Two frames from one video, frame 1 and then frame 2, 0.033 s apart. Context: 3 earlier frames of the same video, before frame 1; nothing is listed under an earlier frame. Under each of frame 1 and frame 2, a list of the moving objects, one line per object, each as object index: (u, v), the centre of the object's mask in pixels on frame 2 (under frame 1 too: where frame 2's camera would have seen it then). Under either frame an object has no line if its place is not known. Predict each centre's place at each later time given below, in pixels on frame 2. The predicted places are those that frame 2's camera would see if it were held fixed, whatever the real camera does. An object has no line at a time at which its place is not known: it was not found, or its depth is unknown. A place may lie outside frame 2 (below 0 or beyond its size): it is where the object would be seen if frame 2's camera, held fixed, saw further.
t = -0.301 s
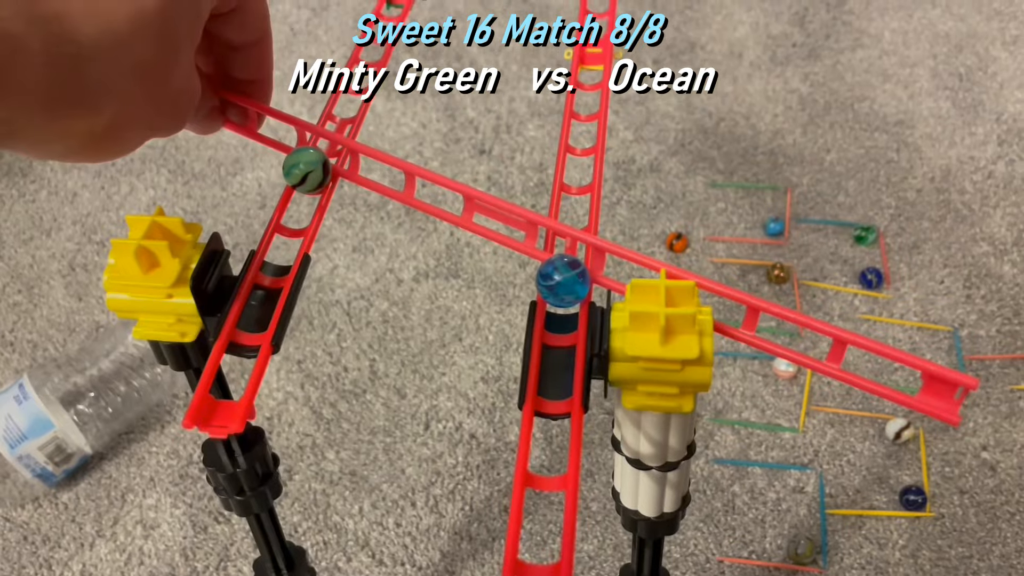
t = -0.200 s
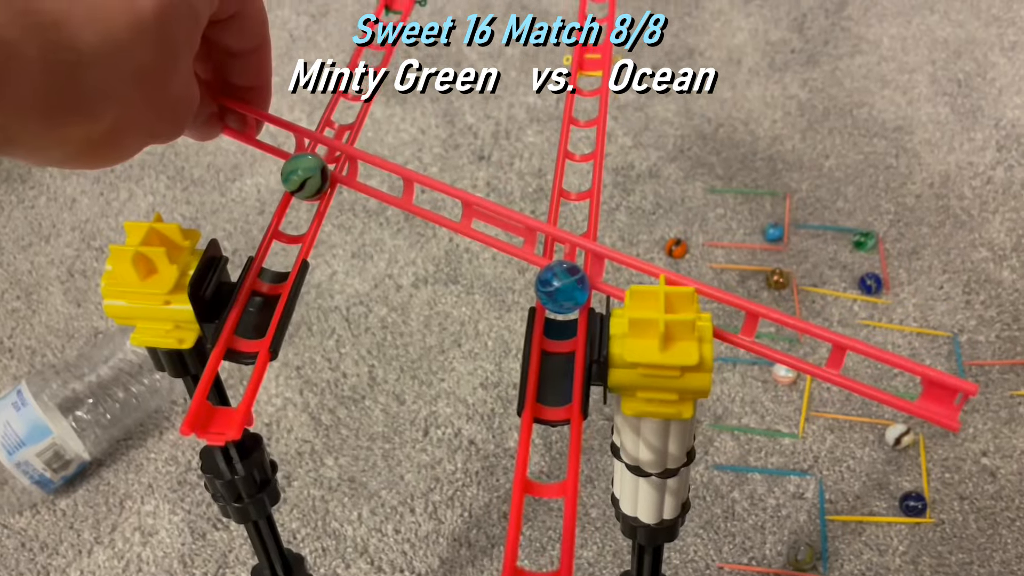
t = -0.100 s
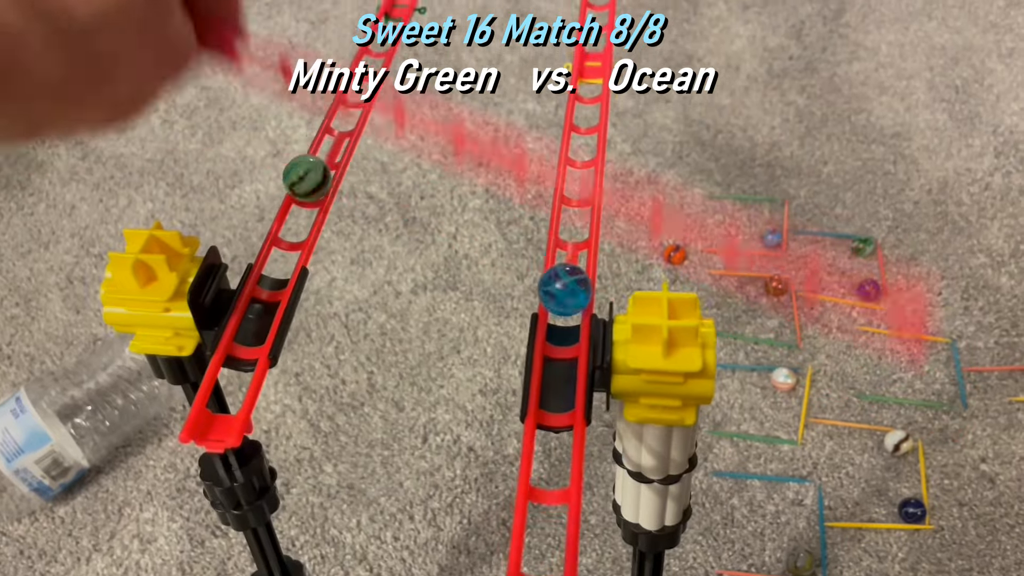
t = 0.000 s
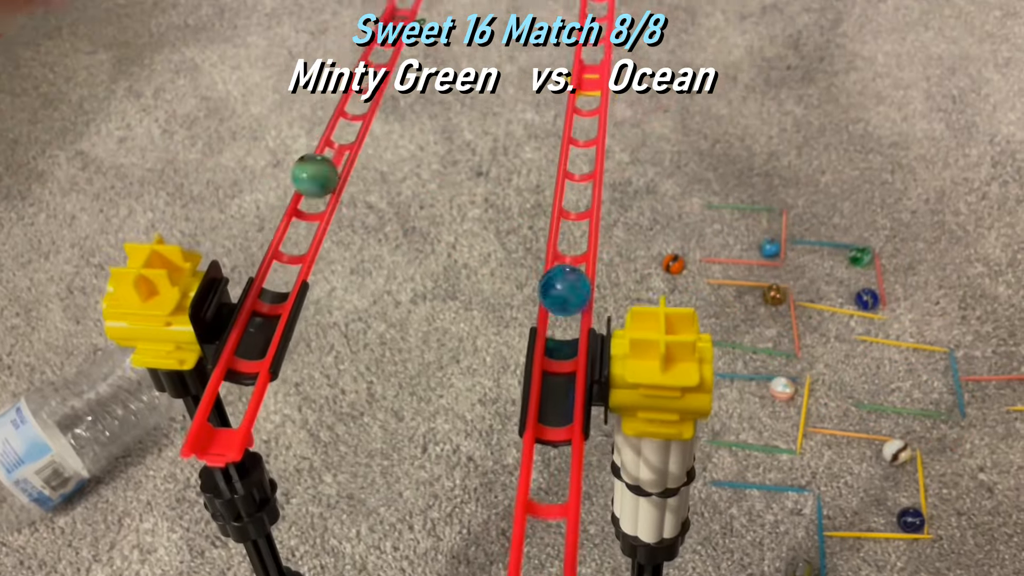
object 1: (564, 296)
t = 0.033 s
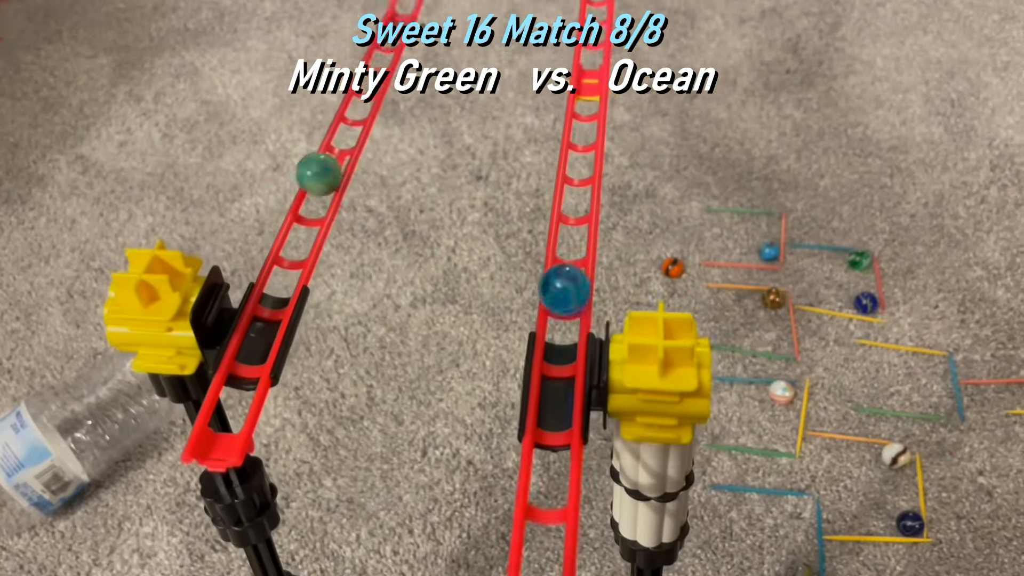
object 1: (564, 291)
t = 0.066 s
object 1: (565, 284)
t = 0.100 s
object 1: (567, 275)
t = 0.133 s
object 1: (568, 267)
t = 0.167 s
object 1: (569, 258)
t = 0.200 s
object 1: (570, 249)
